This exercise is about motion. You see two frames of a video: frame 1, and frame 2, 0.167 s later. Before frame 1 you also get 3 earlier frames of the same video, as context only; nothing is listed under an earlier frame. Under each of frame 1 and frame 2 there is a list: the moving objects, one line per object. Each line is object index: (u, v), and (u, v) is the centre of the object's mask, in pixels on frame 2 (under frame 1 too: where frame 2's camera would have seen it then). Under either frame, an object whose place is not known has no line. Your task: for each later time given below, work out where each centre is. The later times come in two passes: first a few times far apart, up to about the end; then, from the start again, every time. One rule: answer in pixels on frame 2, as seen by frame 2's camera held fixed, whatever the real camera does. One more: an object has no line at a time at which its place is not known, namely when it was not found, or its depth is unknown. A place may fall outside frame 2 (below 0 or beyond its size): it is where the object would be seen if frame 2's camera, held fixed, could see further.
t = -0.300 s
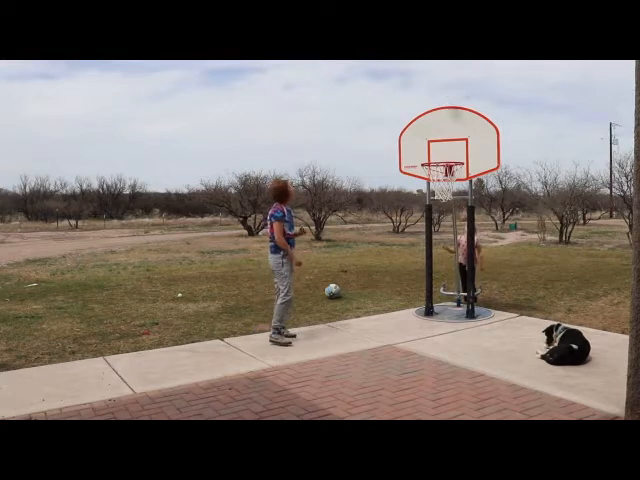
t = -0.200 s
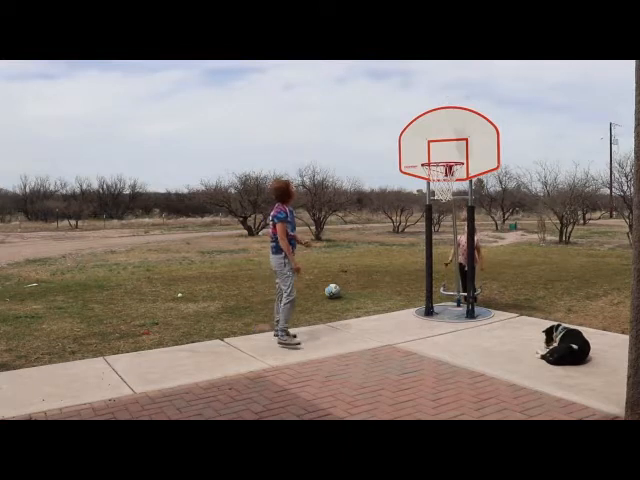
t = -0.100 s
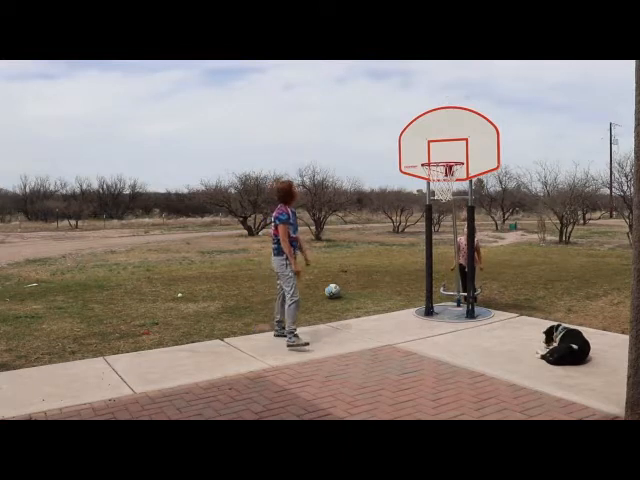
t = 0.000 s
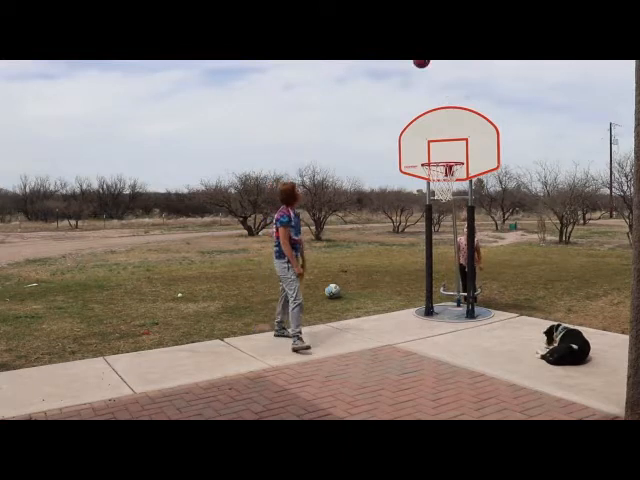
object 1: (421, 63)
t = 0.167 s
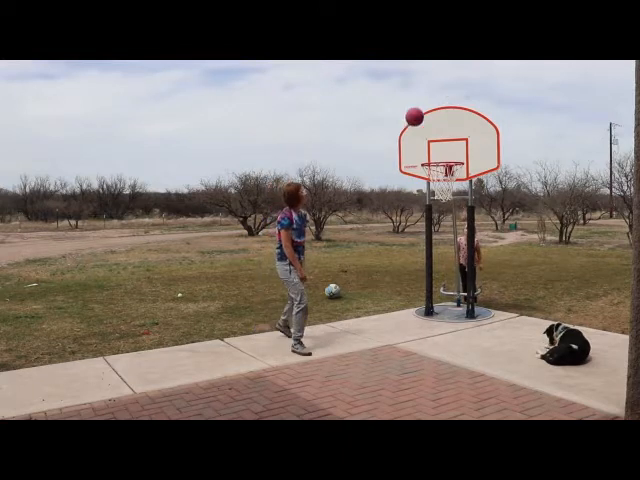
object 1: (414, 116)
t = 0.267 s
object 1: (409, 169)
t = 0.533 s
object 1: (395, 337)
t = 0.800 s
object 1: (374, 193)
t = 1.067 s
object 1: (354, 127)
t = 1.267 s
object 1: (339, 132)
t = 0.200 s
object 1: (413, 133)
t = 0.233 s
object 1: (411, 150)
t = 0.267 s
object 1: (409, 169)
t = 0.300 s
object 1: (409, 190)
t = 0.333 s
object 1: (407, 213)
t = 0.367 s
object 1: (405, 238)
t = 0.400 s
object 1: (403, 264)
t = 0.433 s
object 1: (401, 293)
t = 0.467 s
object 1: (399, 323)
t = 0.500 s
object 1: (397, 355)
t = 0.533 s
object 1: (395, 337)
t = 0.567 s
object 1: (392, 314)
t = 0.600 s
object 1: (390, 294)
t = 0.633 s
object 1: (387, 274)
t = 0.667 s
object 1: (385, 256)
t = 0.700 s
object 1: (382, 239)
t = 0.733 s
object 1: (379, 222)
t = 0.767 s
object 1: (376, 206)
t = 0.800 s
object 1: (374, 193)
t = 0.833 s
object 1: (372, 181)
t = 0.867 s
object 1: (369, 169)
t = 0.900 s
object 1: (366, 159)
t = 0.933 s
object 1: (364, 150)
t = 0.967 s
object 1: (361, 142)
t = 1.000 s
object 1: (359, 136)
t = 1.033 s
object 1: (356, 131)
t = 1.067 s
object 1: (354, 127)
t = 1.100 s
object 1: (351, 125)
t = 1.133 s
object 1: (349, 124)
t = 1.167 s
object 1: (346, 124)
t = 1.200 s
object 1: (344, 125)
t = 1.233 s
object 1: (341, 128)
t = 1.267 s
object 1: (339, 132)
